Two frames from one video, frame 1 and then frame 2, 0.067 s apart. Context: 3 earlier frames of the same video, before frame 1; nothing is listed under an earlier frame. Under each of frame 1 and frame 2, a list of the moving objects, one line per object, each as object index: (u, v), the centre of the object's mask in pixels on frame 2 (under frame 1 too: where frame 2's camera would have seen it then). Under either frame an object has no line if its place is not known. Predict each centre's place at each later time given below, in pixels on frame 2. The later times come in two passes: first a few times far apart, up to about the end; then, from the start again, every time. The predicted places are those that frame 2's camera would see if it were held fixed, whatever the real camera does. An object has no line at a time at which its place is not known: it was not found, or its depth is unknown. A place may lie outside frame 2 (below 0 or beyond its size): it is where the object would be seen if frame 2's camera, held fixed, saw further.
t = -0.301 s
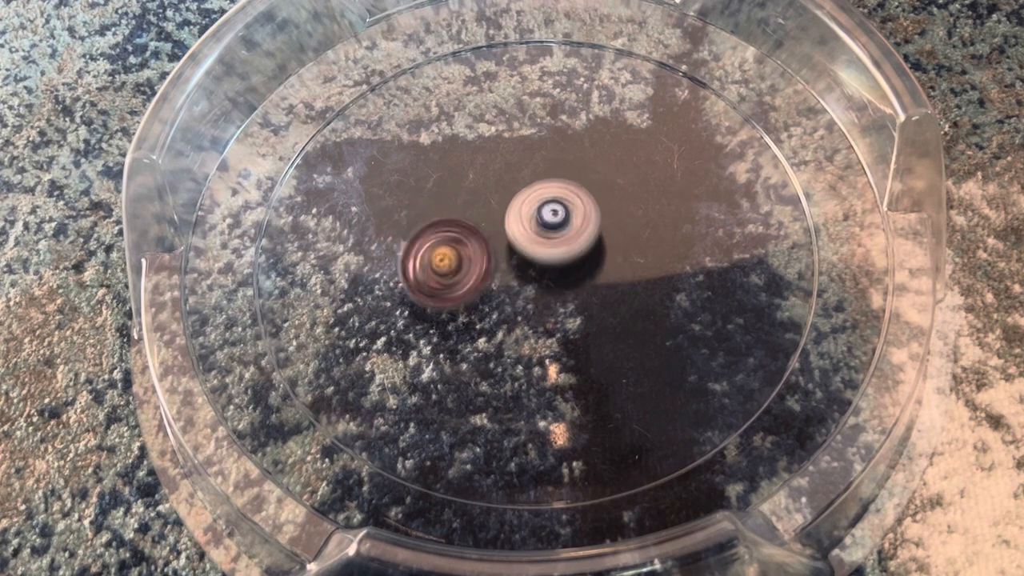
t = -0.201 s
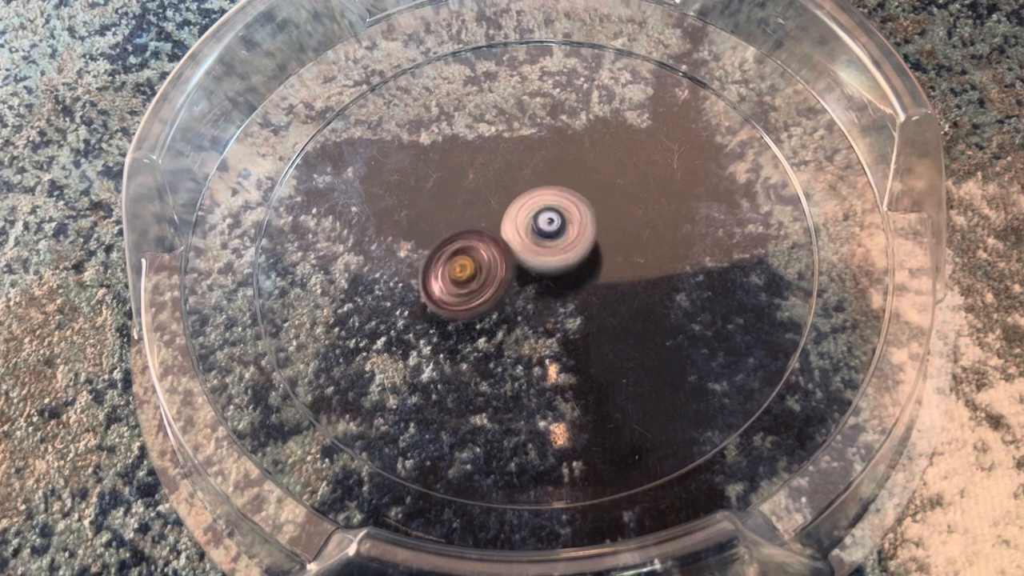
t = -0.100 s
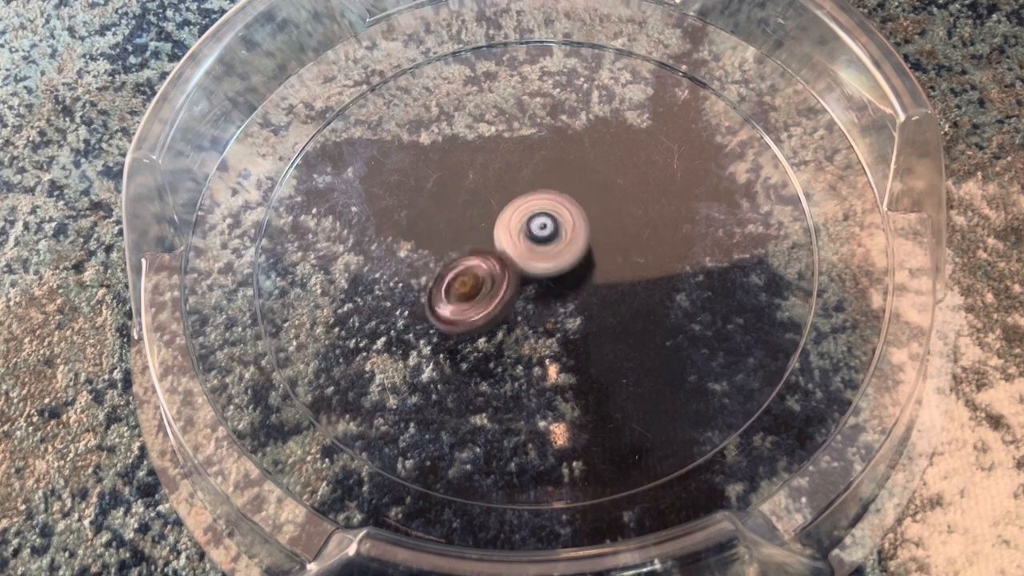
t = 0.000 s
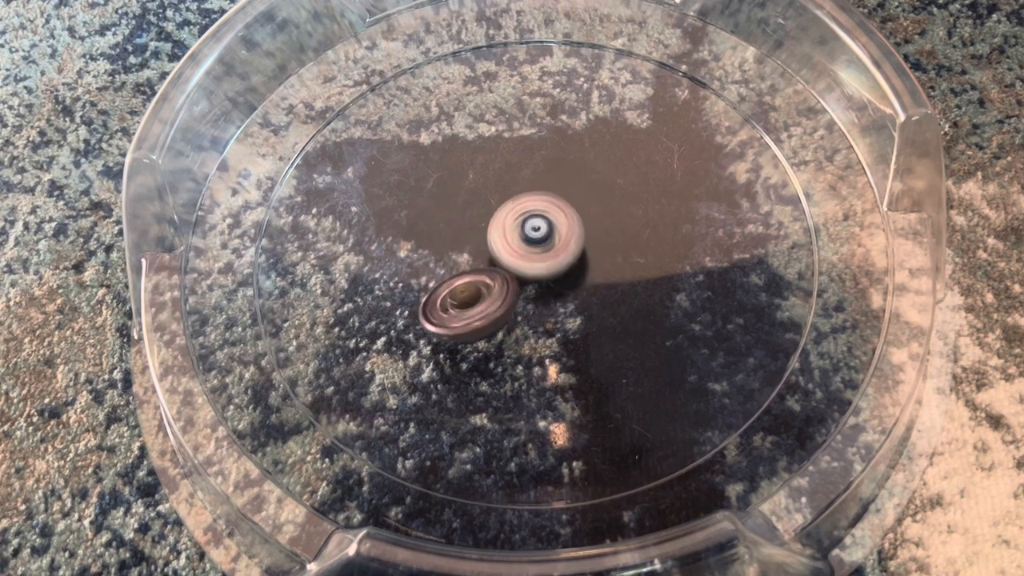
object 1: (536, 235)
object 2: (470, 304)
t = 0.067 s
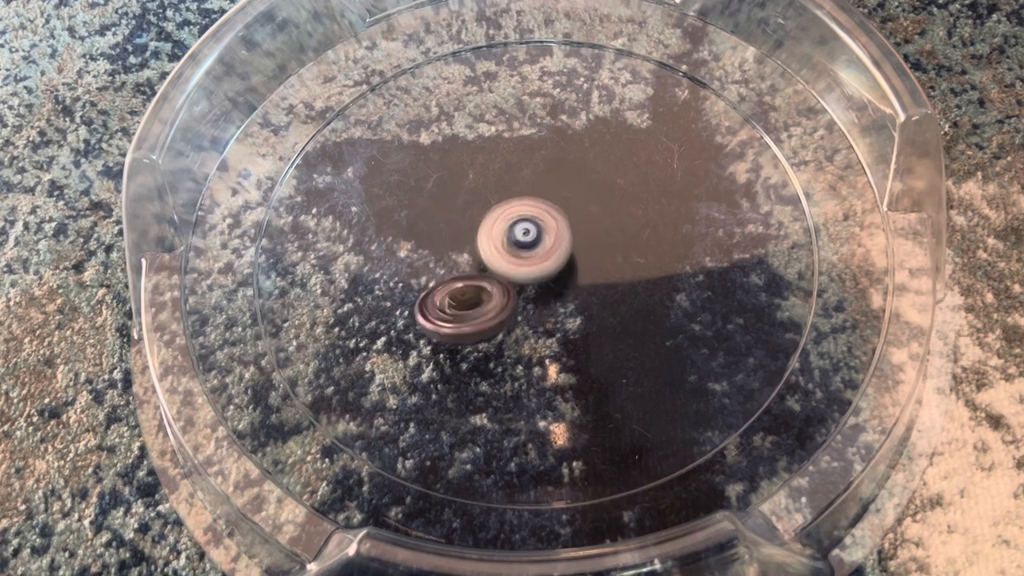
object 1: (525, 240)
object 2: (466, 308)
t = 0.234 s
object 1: (499, 233)
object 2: (460, 305)
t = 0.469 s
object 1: (530, 212)
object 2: (473, 296)
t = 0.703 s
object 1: (568, 234)
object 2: (502, 310)
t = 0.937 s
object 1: (555, 252)
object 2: (499, 344)
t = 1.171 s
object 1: (508, 252)
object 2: (486, 343)
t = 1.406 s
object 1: (494, 187)
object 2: (509, 348)
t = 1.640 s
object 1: (513, 219)
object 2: (552, 296)
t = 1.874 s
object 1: (477, 215)
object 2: (613, 333)
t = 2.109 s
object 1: (480, 241)
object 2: (590, 325)
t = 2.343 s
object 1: (476, 270)
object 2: (567, 284)
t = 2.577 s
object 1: (483, 287)
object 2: (612, 226)
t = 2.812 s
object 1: (529, 295)
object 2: (621, 206)
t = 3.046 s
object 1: (574, 292)
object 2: (603, 216)
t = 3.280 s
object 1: (587, 287)
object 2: (553, 195)
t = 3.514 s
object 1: (595, 257)
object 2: (531, 185)
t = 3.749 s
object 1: (586, 248)
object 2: (520, 194)
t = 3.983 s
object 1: (567, 247)
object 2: (480, 201)
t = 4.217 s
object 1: (560, 281)
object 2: (402, 214)
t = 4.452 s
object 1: (521, 274)
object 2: (432, 269)
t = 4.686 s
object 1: (517, 251)
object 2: (442, 301)
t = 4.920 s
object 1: (517, 228)
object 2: (445, 308)
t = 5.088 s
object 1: (514, 224)
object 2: (484, 298)
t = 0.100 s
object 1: (518, 241)
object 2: (465, 309)
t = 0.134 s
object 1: (512, 241)
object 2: (464, 309)
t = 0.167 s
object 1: (507, 239)
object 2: (462, 309)
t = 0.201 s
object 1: (502, 236)
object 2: (461, 307)
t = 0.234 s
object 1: (499, 233)
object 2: (460, 305)
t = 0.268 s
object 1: (499, 230)
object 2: (461, 303)
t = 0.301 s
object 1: (499, 227)
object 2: (462, 299)
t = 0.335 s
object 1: (502, 225)
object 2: (465, 297)
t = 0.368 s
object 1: (508, 219)
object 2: (465, 298)
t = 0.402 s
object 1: (515, 213)
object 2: (466, 300)
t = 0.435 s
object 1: (523, 211)
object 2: (469, 299)
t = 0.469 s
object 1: (530, 212)
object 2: (473, 296)
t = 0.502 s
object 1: (538, 216)
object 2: (479, 295)
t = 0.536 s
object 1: (545, 221)
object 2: (486, 293)
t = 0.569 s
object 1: (550, 227)
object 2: (493, 292)
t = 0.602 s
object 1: (556, 232)
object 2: (499, 291)
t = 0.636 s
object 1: (561, 232)
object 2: (499, 300)
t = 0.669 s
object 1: (565, 232)
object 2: (500, 306)
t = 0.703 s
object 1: (568, 234)
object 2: (502, 310)
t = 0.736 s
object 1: (568, 238)
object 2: (504, 312)
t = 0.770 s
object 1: (568, 243)
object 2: (507, 314)
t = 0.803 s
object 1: (567, 248)
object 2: (510, 316)
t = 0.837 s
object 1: (564, 253)
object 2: (512, 317)
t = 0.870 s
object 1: (561, 253)
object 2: (507, 327)
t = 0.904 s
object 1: (558, 253)
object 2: (504, 335)
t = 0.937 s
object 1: (555, 252)
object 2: (499, 344)
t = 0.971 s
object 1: (550, 252)
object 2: (494, 348)
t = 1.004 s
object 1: (544, 253)
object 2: (492, 349)
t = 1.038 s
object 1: (538, 255)
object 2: (490, 348)
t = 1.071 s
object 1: (531, 258)
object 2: (488, 346)
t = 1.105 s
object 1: (523, 260)
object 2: (488, 343)
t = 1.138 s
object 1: (516, 261)
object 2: (488, 338)
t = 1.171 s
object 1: (508, 252)
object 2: (486, 343)
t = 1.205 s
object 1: (501, 232)
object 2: (488, 357)
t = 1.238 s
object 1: (497, 215)
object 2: (490, 365)
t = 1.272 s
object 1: (493, 202)
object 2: (492, 367)
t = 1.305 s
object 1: (492, 193)
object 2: (495, 365)
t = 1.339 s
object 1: (491, 188)
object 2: (498, 361)
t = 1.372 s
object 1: (492, 187)
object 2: (503, 354)
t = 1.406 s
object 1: (494, 187)
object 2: (509, 348)
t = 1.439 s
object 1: (496, 188)
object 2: (515, 339)
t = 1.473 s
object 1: (499, 191)
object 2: (522, 331)
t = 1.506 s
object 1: (502, 195)
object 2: (529, 322)
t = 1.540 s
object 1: (506, 200)
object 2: (535, 314)
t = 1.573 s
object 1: (509, 206)
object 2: (541, 307)
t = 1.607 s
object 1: (512, 213)
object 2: (547, 301)
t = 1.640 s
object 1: (513, 219)
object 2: (552, 296)
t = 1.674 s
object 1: (513, 224)
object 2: (557, 291)
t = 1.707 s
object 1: (512, 228)
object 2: (563, 291)
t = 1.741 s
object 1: (502, 223)
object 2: (583, 307)
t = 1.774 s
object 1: (492, 217)
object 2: (598, 318)
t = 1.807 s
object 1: (485, 214)
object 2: (607, 326)
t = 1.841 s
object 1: (480, 214)
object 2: (612, 331)
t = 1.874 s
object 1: (477, 215)
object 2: (613, 333)
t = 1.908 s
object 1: (476, 218)
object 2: (613, 333)
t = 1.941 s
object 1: (475, 221)
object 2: (611, 334)
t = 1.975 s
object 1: (475, 225)
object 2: (609, 333)
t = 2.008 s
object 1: (477, 228)
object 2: (606, 332)
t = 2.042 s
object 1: (477, 232)
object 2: (600, 331)
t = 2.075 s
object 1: (479, 237)
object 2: (595, 328)
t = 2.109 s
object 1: (480, 241)
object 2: (590, 325)
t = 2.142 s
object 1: (481, 247)
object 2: (584, 323)
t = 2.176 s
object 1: (482, 252)
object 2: (578, 318)
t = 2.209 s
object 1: (483, 257)
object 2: (573, 312)
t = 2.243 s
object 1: (483, 262)
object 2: (567, 304)
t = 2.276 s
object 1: (480, 265)
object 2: (566, 295)
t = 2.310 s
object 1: (476, 267)
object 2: (567, 289)
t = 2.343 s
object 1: (476, 270)
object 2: (567, 284)
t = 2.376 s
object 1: (477, 272)
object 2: (568, 278)
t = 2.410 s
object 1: (479, 276)
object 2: (569, 275)
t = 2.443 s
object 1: (478, 279)
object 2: (580, 268)
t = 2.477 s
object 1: (474, 282)
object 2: (592, 259)
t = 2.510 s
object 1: (475, 284)
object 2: (603, 249)
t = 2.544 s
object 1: (478, 286)
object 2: (609, 236)
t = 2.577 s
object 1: (483, 287)
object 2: (612, 226)
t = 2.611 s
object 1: (489, 289)
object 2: (614, 217)
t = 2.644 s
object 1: (496, 291)
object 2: (617, 213)
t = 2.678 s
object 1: (503, 292)
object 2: (619, 210)
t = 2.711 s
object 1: (509, 294)
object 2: (621, 208)
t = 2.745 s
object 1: (516, 295)
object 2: (621, 207)
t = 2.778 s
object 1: (523, 295)
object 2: (620, 207)
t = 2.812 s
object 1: (529, 295)
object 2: (621, 206)
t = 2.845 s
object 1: (536, 296)
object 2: (622, 207)
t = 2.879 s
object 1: (543, 296)
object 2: (622, 207)
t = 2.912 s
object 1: (550, 296)
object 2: (620, 209)
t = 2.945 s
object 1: (555, 295)
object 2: (617, 211)
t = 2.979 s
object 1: (563, 294)
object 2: (613, 213)
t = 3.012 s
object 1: (568, 293)
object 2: (609, 214)
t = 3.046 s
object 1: (574, 292)
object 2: (603, 216)
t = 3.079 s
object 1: (578, 296)
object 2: (597, 210)
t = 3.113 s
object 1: (581, 299)
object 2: (591, 205)
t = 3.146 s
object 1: (582, 300)
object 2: (582, 201)
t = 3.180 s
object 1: (582, 298)
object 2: (573, 201)
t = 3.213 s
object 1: (584, 295)
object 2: (566, 199)
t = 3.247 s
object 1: (585, 291)
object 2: (560, 197)
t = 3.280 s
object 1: (587, 287)
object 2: (553, 195)
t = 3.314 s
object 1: (588, 282)
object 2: (547, 192)
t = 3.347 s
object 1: (588, 277)
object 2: (543, 191)
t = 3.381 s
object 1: (590, 272)
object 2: (540, 190)
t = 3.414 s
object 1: (590, 267)
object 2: (539, 188)
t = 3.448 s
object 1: (591, 261)
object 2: (538, 187)
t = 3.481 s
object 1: (590, 256)
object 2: (537, 187)
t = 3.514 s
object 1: (595, 257)
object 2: (531, 185)
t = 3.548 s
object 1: (597, 256)
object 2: (527, 183)
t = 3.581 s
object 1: (597, 255)
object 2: (525, 184)
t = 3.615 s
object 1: (597, 253)
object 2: (524, 185)
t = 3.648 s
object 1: (595, 252)
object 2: (524, 187)
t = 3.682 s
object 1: (593, 251)
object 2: (523, 191)
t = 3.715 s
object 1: (590, 249)
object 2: (521, 192)
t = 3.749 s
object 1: (586, 248)
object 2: (520, 194)
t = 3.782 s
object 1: (583, 247)
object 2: (517, 195)
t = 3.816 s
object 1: (584, 248)
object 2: (508, 196)
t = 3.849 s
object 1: (583, 249)
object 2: (502, 198)
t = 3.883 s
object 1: (580, 248)
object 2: (496, 200)
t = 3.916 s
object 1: (574, 248)
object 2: (492, 201)
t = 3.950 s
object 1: (569, 246)
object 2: (487, 203)
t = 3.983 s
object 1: (567, 247)
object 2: (480, 201)
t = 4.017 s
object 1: (573, 255)
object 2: (460, 193)
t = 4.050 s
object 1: (577, 262)
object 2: (441, 188)
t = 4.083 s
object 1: (577, 267)
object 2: (425, 187)
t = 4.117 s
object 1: (575, 272)
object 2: (413, 189)
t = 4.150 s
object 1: (571, 275)
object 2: (406, 196)
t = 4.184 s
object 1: (566, 279)
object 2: (403, 204)
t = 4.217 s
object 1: (560, 281)
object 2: (402, 214)
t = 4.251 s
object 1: (554, 283)
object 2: (404, 223)
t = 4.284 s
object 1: (548, 283)
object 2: (406, 232)
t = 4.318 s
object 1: (541, 283)
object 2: (410, 241)
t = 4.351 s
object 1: (534, 282)
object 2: (417, 251)
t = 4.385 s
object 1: (528, 280)
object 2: (424, 259)
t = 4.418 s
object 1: (522, 277)
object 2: (431, 265)
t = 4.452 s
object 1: (521, 274)
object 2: (432, 269)
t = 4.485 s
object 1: (527, 270)
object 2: (428, 276)
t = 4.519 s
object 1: (530, 267)
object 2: (427, 283)
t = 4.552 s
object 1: (532, 264)
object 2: (428, 289)
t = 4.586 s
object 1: (529, 259)
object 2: (434, 297)
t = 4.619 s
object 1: (525, 256)
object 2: (437, 300)
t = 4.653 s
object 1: (522, 254)
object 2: (440, 300)
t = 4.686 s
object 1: (517, 251)
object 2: (442, 301)
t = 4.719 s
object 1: (517, 244)
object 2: (440, 303)
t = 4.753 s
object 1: (519, 237)
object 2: (438, 307)
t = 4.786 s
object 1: (521, 233)
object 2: (436, 312)
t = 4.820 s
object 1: (522, 230)
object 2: (437, 313)
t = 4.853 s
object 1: (520, 229)
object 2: (438, 313)
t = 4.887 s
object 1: (519, 228)
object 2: (441, 312)
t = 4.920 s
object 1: (517, 228)
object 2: (445, 308)
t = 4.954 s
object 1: (514, 228)
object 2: (450, 305)
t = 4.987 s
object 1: (513, 228)
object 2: (460, 303)
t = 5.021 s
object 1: (513, 228)
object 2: (465, 300)
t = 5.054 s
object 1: (512, 227)
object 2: (476, 297)
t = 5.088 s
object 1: (514, 224)
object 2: (484, 298)
